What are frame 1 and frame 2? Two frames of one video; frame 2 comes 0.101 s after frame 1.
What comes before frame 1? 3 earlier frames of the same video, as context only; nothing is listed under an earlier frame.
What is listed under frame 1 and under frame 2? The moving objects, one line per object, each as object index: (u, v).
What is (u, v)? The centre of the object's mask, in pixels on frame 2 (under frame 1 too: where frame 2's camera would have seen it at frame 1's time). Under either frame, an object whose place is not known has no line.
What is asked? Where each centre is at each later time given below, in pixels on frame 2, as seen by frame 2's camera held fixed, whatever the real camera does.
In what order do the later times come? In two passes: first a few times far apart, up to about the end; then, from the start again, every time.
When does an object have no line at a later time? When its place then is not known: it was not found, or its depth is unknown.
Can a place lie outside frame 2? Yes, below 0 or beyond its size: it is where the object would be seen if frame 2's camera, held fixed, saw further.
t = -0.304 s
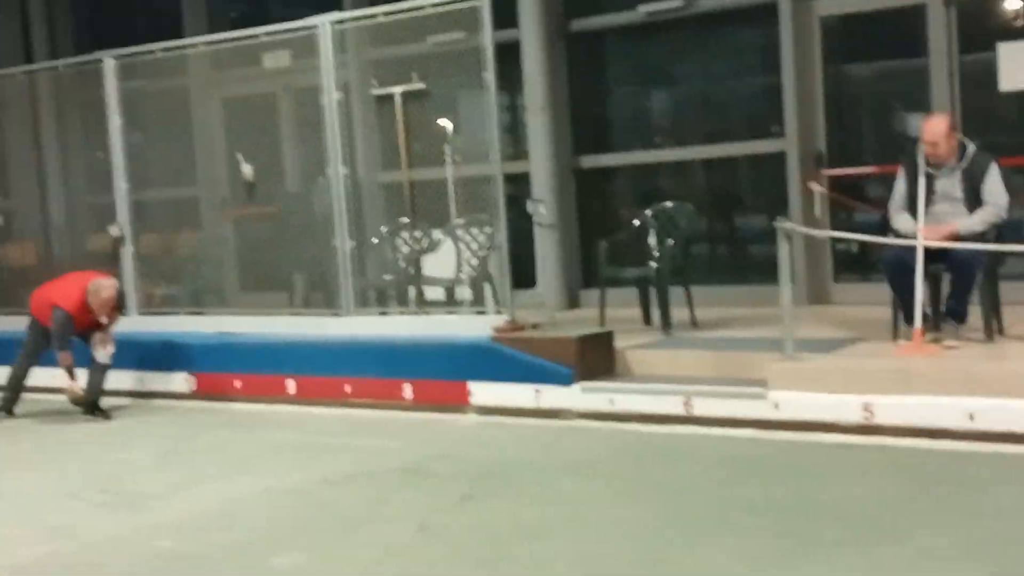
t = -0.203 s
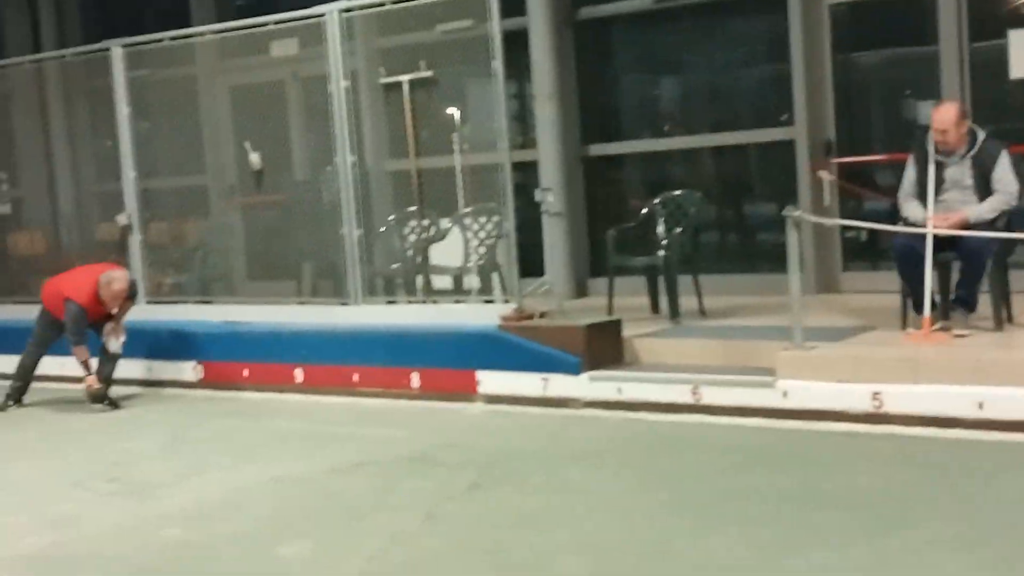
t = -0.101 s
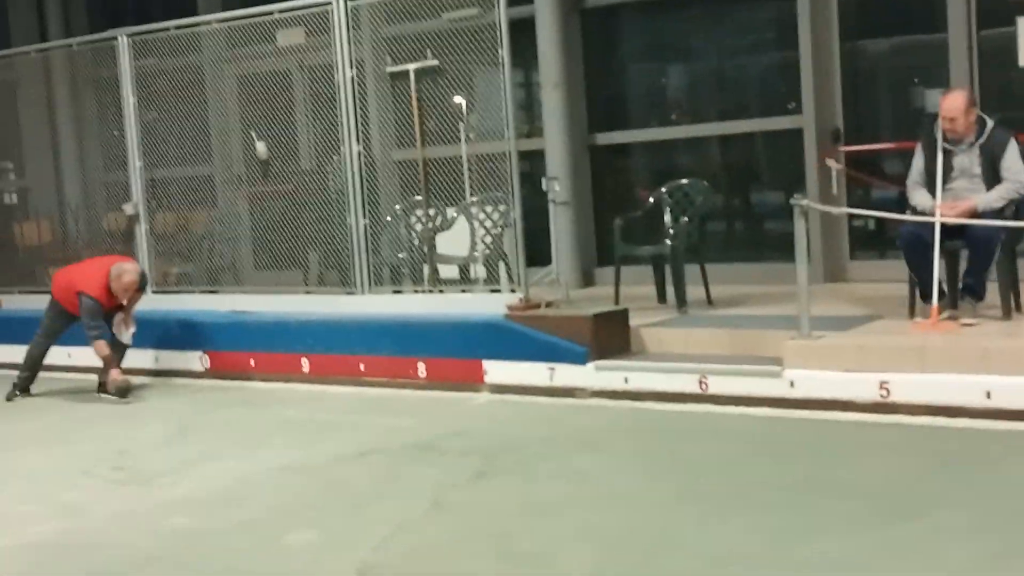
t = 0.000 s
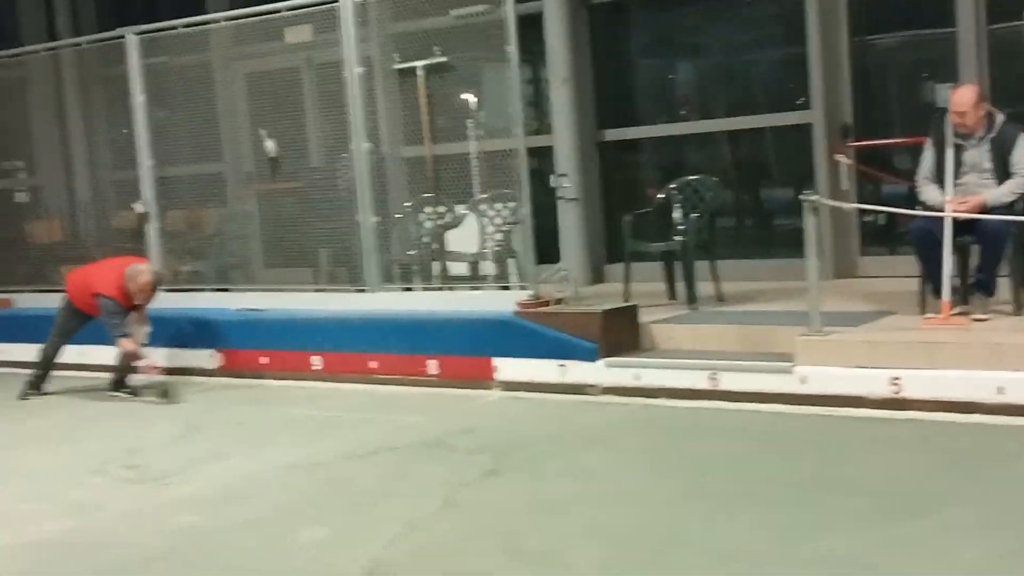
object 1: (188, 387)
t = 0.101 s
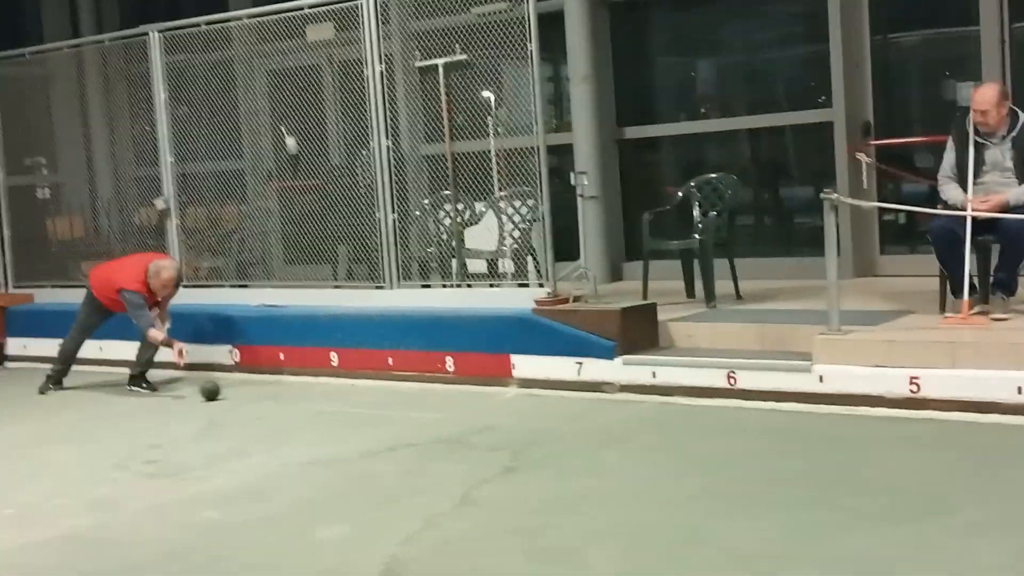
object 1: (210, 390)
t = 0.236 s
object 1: (245, 392)
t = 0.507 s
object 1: (314, 397)
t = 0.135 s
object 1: (220, 391)
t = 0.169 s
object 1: (228, 391)
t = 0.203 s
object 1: (236, 392)
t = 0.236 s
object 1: (245, 392)
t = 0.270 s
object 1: (254, 393)
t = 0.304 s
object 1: (263, 394)
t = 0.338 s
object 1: (272, 394)
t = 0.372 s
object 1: (281, 395)
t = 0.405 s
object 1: (290, 395)
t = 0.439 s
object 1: (299, 396)
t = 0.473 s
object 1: (307, 396)
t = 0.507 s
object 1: (314, 397)
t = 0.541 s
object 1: (321, 399)
